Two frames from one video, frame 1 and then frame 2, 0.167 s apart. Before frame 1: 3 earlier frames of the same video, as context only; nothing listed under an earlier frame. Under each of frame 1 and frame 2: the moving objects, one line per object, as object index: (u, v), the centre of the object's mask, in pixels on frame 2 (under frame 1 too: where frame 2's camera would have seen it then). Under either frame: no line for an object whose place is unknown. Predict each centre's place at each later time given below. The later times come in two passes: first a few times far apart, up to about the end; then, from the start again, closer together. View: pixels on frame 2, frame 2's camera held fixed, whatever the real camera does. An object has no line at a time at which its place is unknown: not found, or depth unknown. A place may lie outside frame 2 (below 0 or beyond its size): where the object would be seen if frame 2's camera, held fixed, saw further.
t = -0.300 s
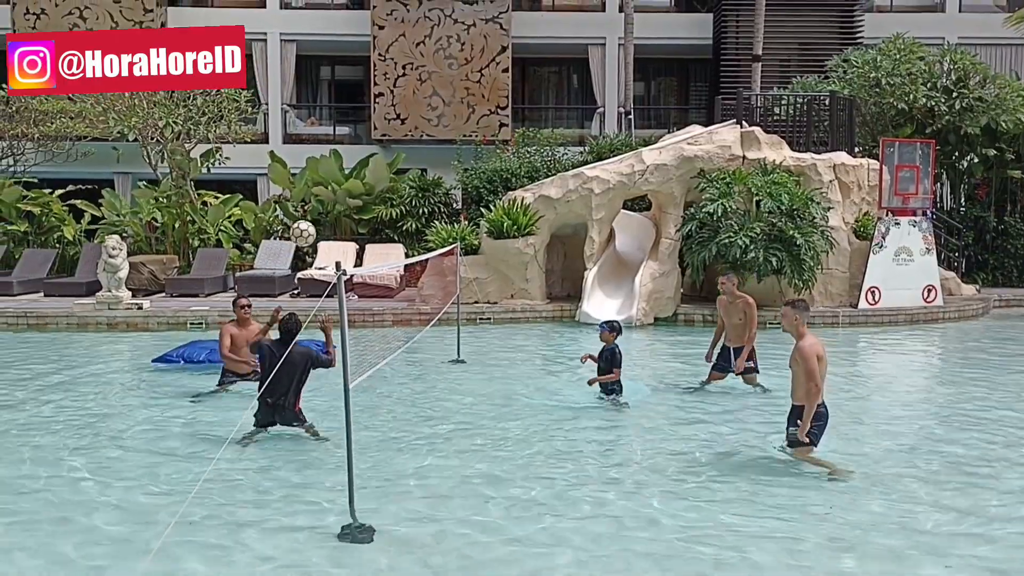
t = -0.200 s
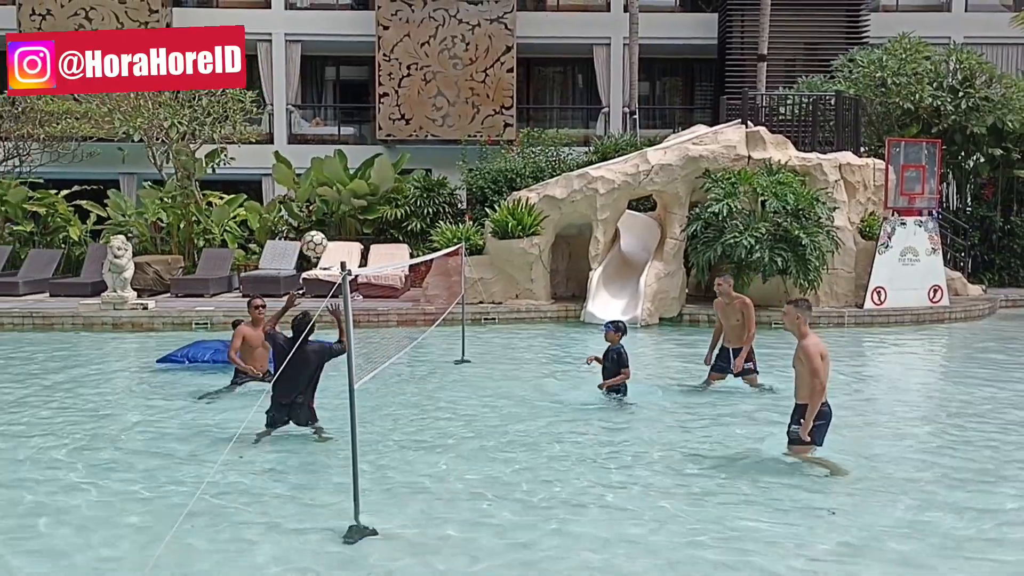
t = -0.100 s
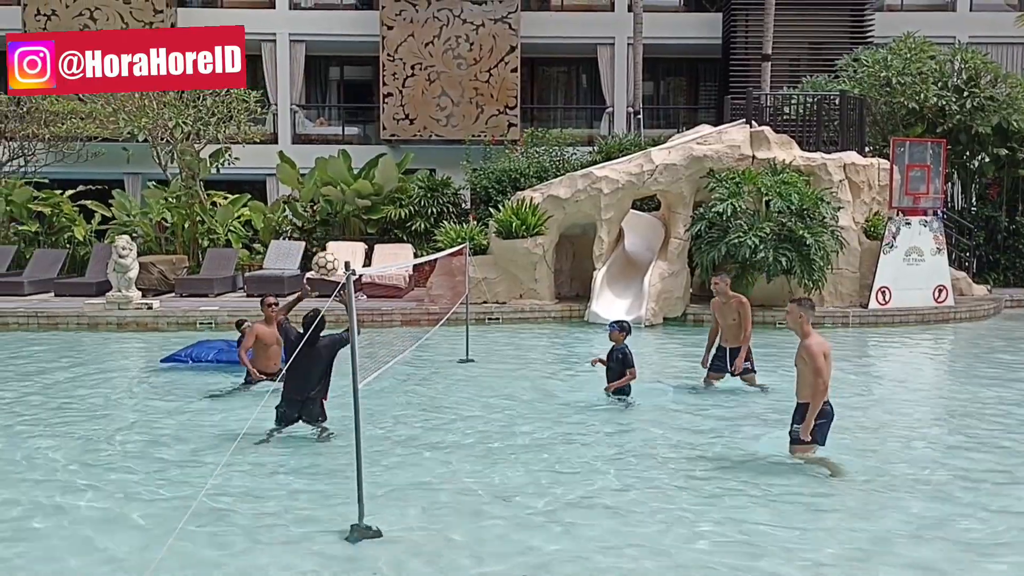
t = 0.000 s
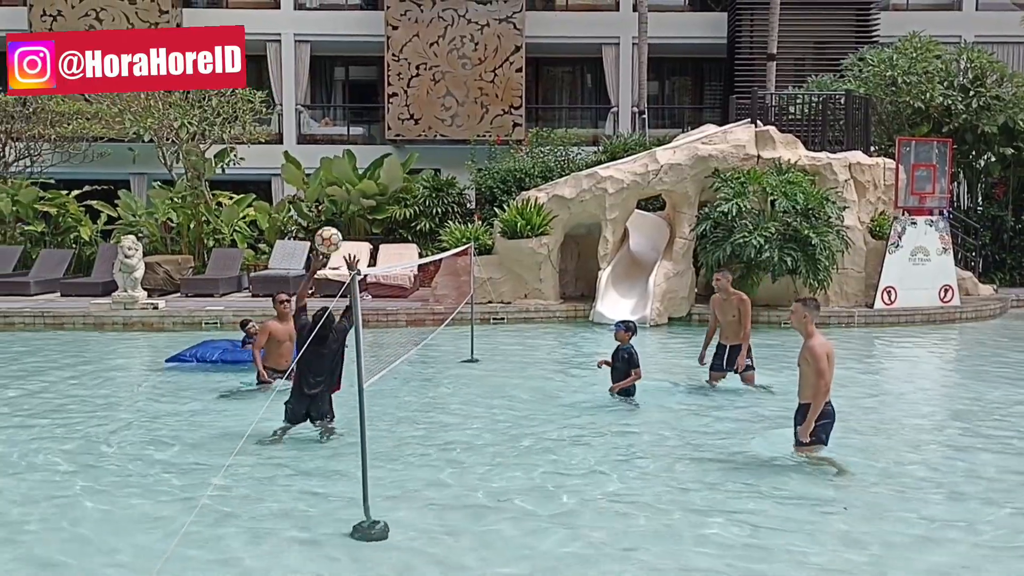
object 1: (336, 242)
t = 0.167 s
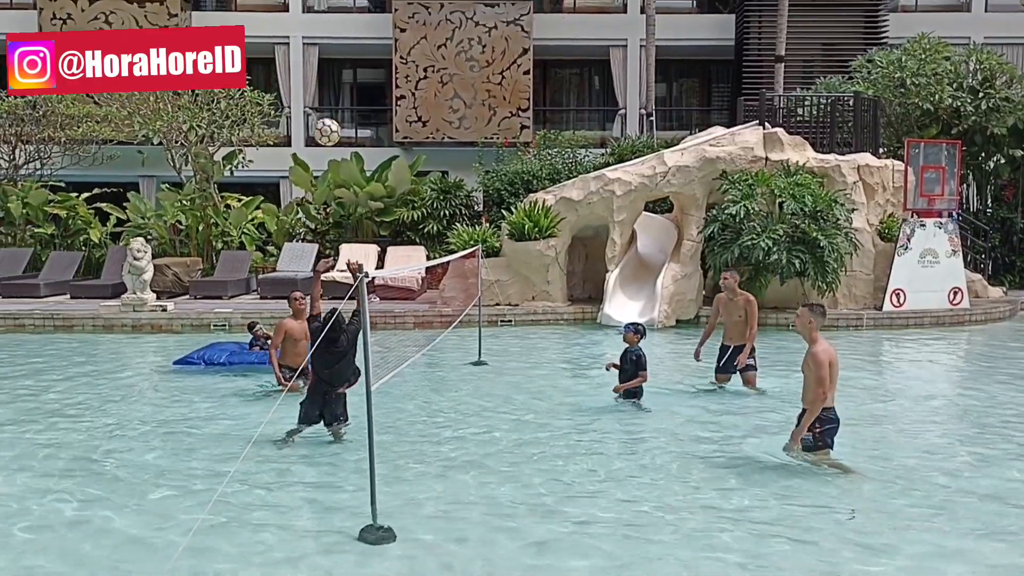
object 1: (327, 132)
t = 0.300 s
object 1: (319, 68)
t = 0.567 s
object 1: (302, 7)
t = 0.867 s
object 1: (285, 37)
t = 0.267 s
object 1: (321, 83)
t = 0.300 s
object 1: (319, 68)
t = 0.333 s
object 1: (317, 55)
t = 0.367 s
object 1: (315, 44)
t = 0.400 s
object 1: (312, 35)
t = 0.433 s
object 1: (310, 27)
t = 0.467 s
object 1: (308, 20)
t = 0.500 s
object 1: (306, 15)
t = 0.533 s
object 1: (304, 10)
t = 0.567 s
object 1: (302, 7)
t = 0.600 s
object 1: (301, 6)
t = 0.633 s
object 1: (298, 5)
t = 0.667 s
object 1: (296, 5)
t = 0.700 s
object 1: (294, 7)
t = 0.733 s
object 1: (292, 11)
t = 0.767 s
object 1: (290, 16)
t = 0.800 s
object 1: (288, 21)
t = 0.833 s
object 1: (286, 28)
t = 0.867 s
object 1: (285, 37)
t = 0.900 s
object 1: (284, 46)
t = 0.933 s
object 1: (282, 56)
